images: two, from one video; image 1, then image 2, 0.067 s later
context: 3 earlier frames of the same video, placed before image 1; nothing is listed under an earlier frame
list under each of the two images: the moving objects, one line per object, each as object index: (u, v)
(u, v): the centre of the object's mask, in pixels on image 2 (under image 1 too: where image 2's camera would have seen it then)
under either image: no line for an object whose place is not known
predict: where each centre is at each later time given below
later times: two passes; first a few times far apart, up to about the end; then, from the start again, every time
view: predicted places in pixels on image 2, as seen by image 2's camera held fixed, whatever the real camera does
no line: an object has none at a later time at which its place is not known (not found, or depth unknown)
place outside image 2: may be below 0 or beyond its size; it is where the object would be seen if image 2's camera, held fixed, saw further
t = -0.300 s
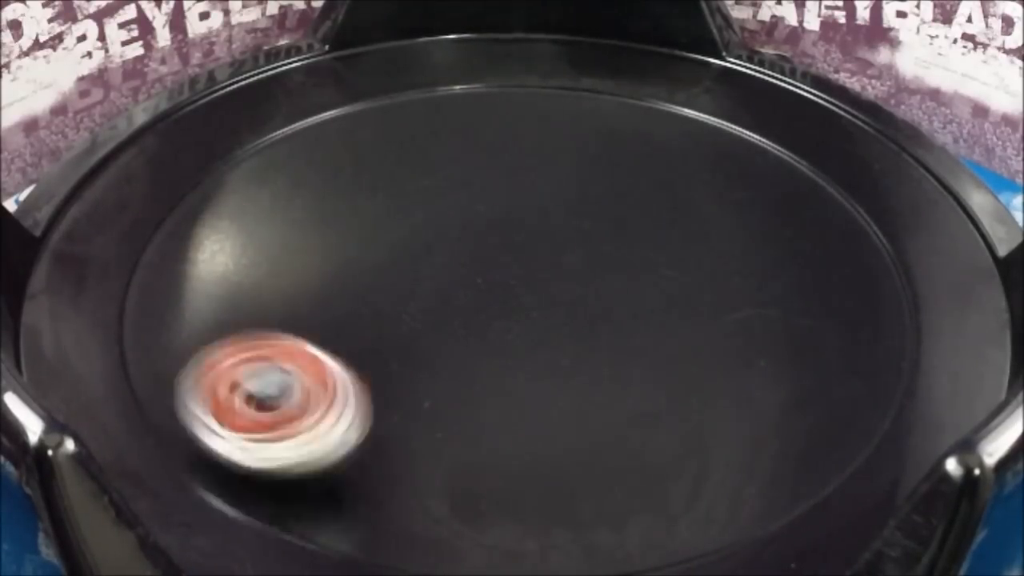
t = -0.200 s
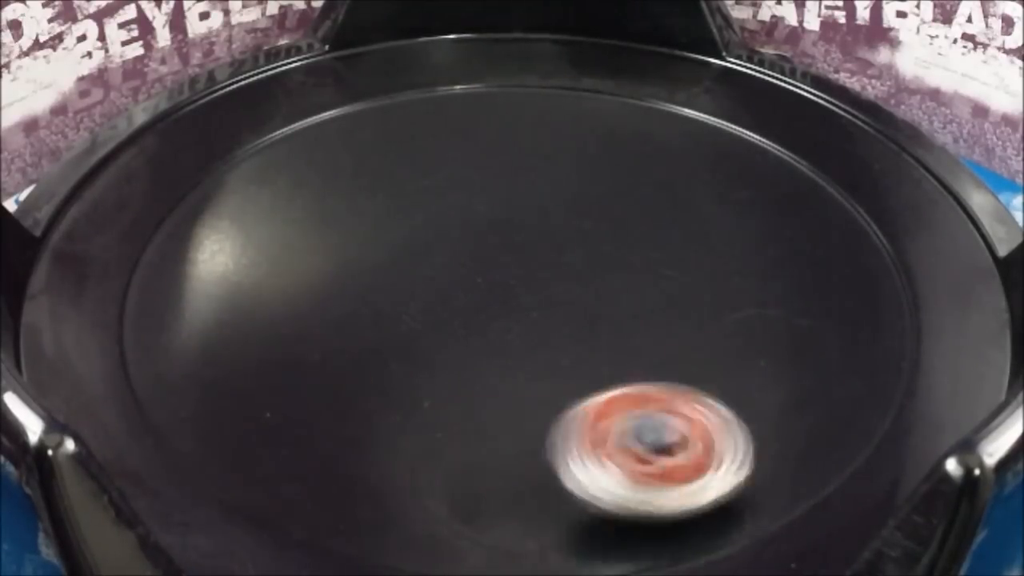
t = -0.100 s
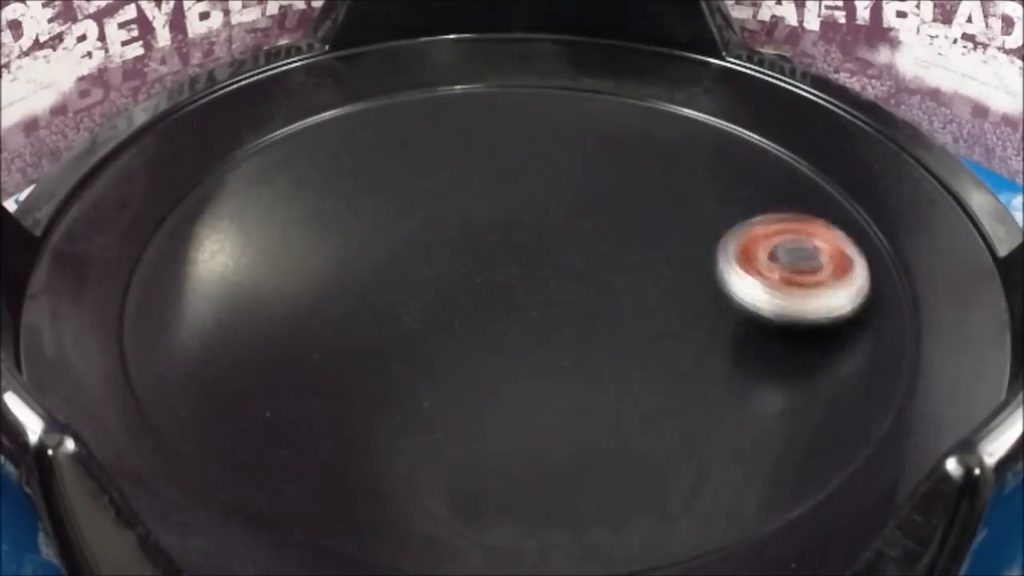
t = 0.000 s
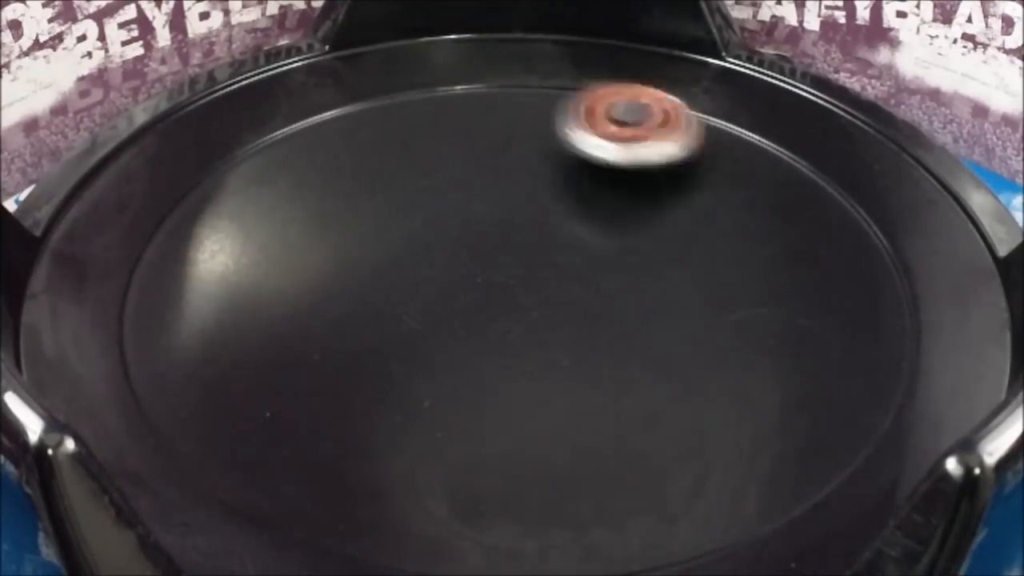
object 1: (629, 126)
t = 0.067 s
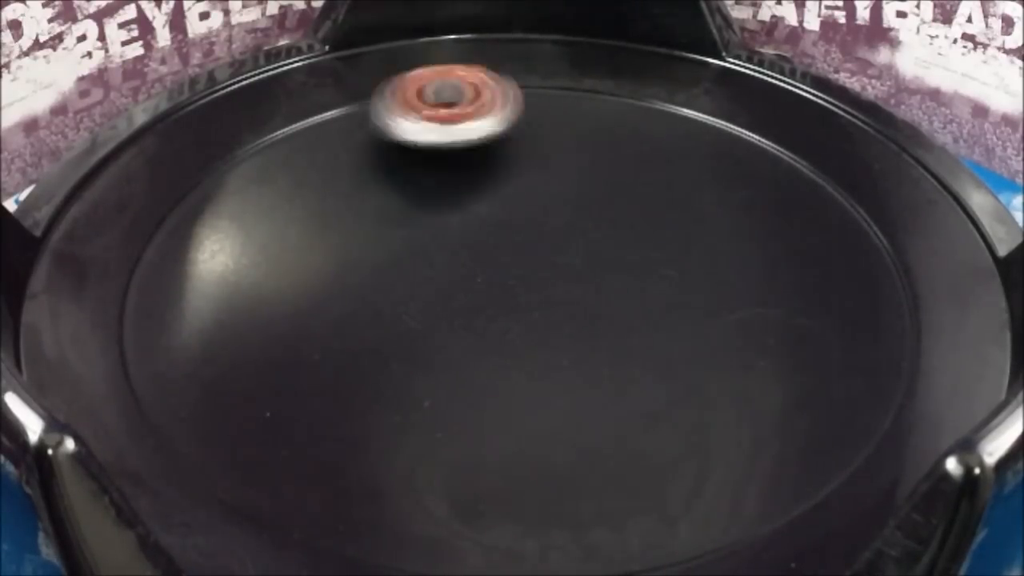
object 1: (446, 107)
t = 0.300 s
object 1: (469, 466)
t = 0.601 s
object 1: (503, 113)
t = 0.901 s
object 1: (659, 456)
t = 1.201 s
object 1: (361, 148)
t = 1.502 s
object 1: (763, 375)
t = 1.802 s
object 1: (249, 208)
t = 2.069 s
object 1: (772, 333)
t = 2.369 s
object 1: (241, 237)
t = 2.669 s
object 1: (772, 243)
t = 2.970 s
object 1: (260, 347)
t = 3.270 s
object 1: (692, 179)
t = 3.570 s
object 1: (363, 433)
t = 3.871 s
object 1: (560, 139)
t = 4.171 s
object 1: (545, 453)
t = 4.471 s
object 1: (430, 135)
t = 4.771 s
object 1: (706, 400)
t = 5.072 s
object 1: (319, 190)
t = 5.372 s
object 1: (764, 316)
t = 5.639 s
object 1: (282, 221)
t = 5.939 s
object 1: (750, 279)
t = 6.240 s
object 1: (258, 311)
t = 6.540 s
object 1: (697, 199)
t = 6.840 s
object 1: (353, 402)
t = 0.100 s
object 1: (353, 127)
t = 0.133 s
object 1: (277, 167)
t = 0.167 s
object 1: (226, 226)
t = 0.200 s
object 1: (216, 298)
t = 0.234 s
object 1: (256, 370)
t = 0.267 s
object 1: (345, 431)
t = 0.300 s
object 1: (469, 466)
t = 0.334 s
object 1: (601, 463)
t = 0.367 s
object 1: (711, 427)
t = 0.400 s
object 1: (779, 369)
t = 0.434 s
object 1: (807, 303)
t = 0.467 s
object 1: (794, 241)
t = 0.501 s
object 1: (749, 188)
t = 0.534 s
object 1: (681, 147)
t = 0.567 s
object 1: (597, 121)
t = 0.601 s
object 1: (503, 113)
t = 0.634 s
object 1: (409, 124)
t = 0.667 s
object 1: (324, 156)
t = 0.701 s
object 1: (259, 207)
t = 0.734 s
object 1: (228, 271)
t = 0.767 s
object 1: (241, 343)
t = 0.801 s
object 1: (302, 409)
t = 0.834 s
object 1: (406, 458)
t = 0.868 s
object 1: (536, 476)
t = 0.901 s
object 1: (659, 456)
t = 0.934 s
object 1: (748, 409)
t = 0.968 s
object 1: (797, 346)
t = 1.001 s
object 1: (802, 282)
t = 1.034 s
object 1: (770, 224)
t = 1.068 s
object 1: (712, 177)
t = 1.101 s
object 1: (634, 144)
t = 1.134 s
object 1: (544, 127)
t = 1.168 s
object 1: (450, 128)
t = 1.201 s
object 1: (361, 148)
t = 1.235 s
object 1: (285, 187)
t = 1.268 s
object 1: (235, 241)
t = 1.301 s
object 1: (222, 310)
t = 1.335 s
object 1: (257, 379)
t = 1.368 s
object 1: (340, 438)
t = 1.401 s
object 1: (460, 472)
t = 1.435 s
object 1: (590, 469)
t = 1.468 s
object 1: (695, 432)
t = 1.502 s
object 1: (763, 375)
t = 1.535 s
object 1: (785, 311)
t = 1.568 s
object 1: (769, 250)
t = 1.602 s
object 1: (722, 198)
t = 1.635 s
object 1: (656, 158)
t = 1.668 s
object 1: (573, 132)
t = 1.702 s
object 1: (483, 124)
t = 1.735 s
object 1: (393, 133)
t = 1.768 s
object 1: (311, 161)
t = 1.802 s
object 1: (249, 208)
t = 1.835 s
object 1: (217, 269)
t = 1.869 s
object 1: (231, 339)
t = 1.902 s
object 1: (293, 404)
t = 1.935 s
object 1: (398, 449)
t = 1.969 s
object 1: (527, 464)
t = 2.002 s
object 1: (645, 441)
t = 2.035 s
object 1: (730, 393)
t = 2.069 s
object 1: (772, 333)
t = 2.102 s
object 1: (775, 271)
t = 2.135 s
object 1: (744, 215)
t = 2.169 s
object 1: (690, 169)
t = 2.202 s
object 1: (617, 136)
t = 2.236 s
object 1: (532, 120)
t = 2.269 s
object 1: (443, 121)
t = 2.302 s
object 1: (358, 141)
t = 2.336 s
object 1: (286, 181)
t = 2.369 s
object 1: (241, 237)
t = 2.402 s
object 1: (235, 304)
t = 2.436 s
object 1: (276, 372)
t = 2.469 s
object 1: (361, 426)
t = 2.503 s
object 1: (477, 457)
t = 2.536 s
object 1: (601, 452)
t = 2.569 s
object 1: (700, 417)
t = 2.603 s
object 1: (763, 363)
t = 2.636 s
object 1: (786, 302)
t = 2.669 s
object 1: (772, 243)
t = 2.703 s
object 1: (728, 193)
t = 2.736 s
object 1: (665, 154)
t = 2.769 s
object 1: (585, 131)
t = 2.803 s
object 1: (495, 125)
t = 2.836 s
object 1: (406, 138)
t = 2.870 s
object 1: (328, 168)
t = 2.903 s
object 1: (270, 218)
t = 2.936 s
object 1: (244, 280)
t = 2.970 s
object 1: (260, 347)
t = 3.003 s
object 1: (323, 409)
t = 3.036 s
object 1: (424, 451)
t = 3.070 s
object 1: (544, 465)
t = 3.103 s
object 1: (657, 443)
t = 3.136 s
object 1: (739, 396)
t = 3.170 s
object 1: (780, 338)
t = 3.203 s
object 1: (781, 277)
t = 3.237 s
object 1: (748, 223)
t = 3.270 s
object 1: (692, 179)
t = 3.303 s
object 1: (617, 149)
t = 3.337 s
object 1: (531, 136)
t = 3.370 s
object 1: (442, 139)
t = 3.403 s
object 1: (359, 160)
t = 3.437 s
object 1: (290, 198)
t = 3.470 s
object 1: (247, 252)
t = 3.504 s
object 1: (241, 318)
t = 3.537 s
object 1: (280, 381)
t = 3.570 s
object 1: (363, 433)
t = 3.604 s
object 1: (477, 462)
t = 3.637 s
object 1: (596, 455)
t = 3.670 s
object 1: (693, 418)
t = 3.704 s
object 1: (751, 363)
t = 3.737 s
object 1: (768, 303)
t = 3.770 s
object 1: (750, 246)
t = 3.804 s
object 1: (704, 197)
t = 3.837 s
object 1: (639, 161)
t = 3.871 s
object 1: (560, 139)
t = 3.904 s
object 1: (474, 133)
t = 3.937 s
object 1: (389, 145)
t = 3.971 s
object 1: (314, 174)
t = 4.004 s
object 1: (260, 221)
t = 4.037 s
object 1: (237, 281)
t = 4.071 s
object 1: (258, 349)
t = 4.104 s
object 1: (322, 405)
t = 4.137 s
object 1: (426, 445)
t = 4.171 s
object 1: (545, 453)
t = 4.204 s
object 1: (651, 427)
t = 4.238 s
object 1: (725, 380)
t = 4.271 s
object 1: (760, 323)
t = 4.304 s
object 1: (758, 265)
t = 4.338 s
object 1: (725, 213)
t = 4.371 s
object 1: (671, 171)
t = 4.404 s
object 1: (599, 142)
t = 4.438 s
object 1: (516, 130)
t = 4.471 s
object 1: (430, 135)
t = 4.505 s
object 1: (352, 159)
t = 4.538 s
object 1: (290, 200)
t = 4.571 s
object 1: (255, 257)
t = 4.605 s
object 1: (259, 322)
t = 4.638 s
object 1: (307, 383)
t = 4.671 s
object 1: (396, 431)
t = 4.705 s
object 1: (508, 450)
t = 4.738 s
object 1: (619, 438)
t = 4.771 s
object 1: (706, 400)
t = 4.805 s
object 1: (756, 347)
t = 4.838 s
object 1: (770, 289)
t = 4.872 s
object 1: (748, 235)
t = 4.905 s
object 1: (701, 190)
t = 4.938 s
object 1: (635, 156)
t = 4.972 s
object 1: (555, 139)
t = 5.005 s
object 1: (470, 139)
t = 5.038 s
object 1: (387, 156)
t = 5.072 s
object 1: (319, 190)
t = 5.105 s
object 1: (271, 241)
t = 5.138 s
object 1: (260, 302)
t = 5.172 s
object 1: (288, 365)
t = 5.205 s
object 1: (359, 417)
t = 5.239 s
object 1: (463, 450)
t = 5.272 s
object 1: (576, 451)
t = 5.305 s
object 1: (675, 422)
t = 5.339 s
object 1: (738, 374)
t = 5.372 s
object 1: (764, 316)
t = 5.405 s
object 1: (754, 261)
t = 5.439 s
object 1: (716, 211)
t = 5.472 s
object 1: (655, 174)
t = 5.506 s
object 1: (579, 150)
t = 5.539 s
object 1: (496, 143)
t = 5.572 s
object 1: (413, 153)
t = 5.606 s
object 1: (339, 178)
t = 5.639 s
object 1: (282, 221)
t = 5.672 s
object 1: (253, 277)
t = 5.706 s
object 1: (264, 340)
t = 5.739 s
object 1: (319, 396)
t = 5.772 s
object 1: (412, 438)
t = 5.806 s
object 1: (524, 452)
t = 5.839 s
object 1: (629, 434)
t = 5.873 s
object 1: (706, 391)
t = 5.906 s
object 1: (746, 337)
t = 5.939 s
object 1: (750, 279)
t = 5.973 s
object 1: (722, 227)
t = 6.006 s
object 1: (671, 185)
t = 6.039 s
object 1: (603, 156)
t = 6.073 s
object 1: (524, 142)
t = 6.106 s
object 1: (442, 144)
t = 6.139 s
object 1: (365, 163)
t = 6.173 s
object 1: (301, 198)
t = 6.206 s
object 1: (261, 250)
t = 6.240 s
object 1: (258, 311)
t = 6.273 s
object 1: (299, 372)
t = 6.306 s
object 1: (378, 419)
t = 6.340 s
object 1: (484, 443)
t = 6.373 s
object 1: (593, 436)
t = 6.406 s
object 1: (680, 403)
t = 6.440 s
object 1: (735, 354)
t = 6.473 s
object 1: (752, 298)
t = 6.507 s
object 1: (738, 245)
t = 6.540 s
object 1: (697, 199)
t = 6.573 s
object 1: (637, 164)
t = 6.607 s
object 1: (564, 144)
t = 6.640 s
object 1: (483, 141)
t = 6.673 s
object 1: (402, 154)
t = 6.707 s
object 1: (334, 184)
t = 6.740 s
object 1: (286, 231)
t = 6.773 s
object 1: (268, 289)
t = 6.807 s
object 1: (290, 350)
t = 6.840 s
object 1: (353, 402)
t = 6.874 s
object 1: (447, 437)
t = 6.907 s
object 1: (555, 443)
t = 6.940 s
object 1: (653, 419)
